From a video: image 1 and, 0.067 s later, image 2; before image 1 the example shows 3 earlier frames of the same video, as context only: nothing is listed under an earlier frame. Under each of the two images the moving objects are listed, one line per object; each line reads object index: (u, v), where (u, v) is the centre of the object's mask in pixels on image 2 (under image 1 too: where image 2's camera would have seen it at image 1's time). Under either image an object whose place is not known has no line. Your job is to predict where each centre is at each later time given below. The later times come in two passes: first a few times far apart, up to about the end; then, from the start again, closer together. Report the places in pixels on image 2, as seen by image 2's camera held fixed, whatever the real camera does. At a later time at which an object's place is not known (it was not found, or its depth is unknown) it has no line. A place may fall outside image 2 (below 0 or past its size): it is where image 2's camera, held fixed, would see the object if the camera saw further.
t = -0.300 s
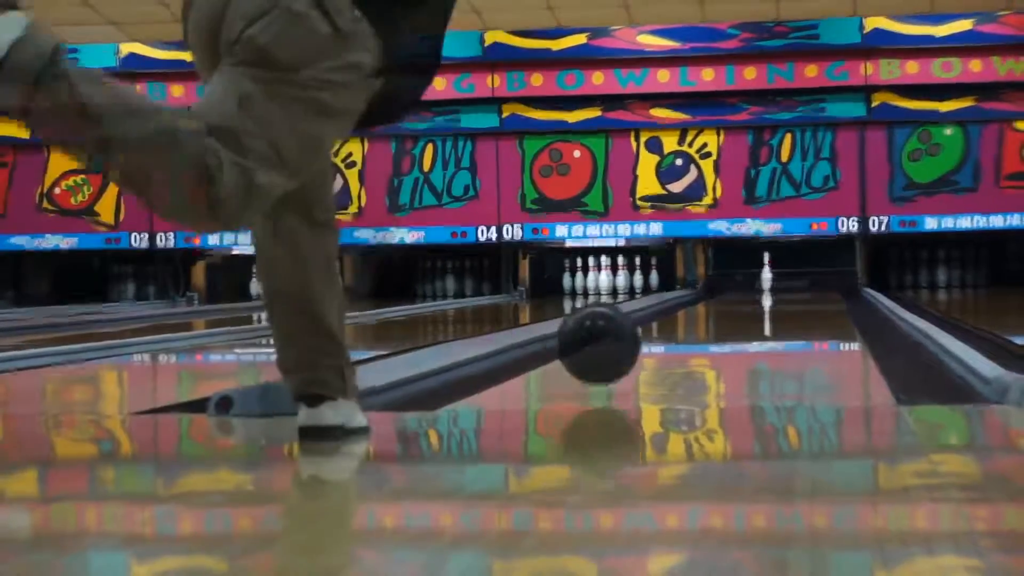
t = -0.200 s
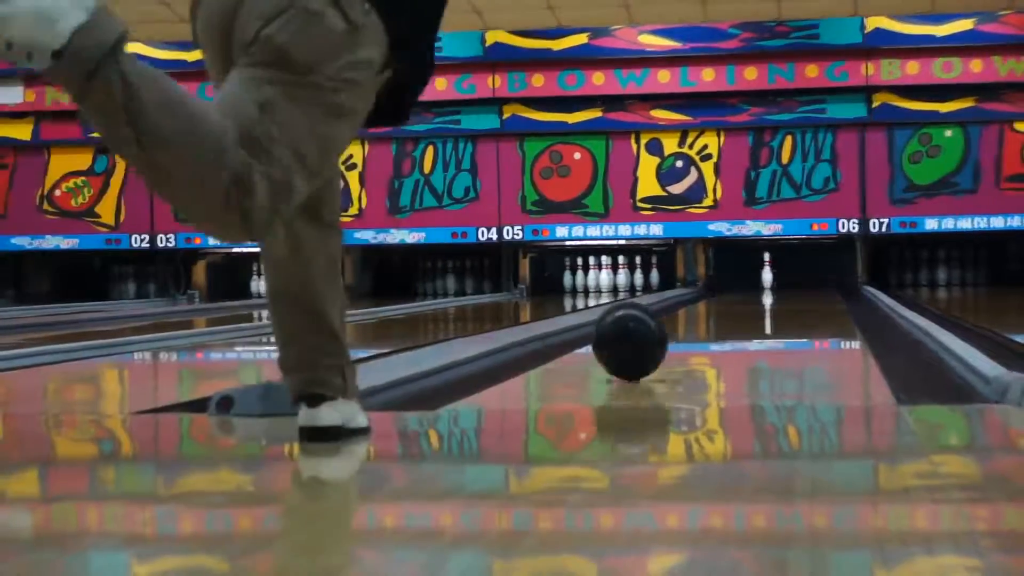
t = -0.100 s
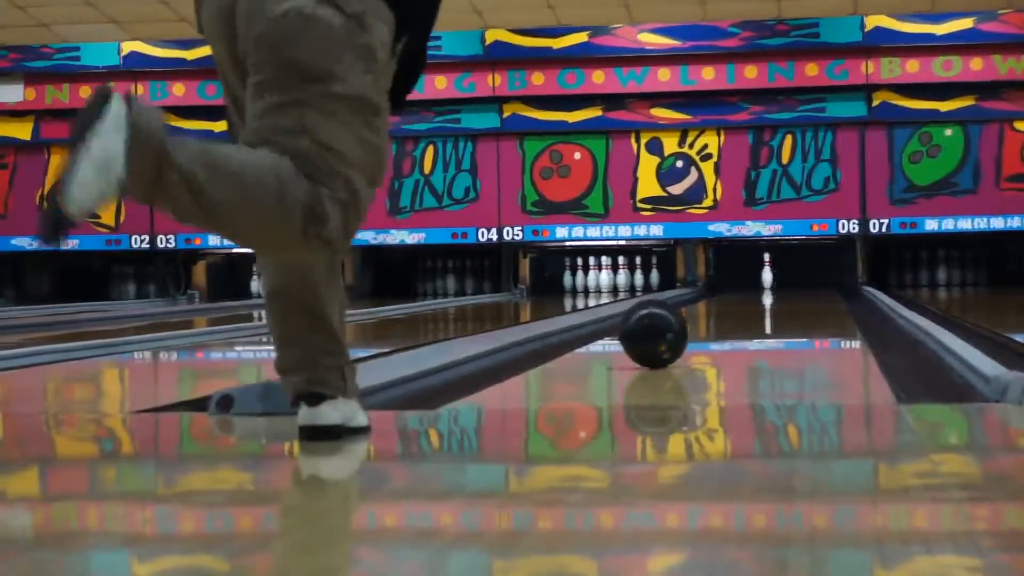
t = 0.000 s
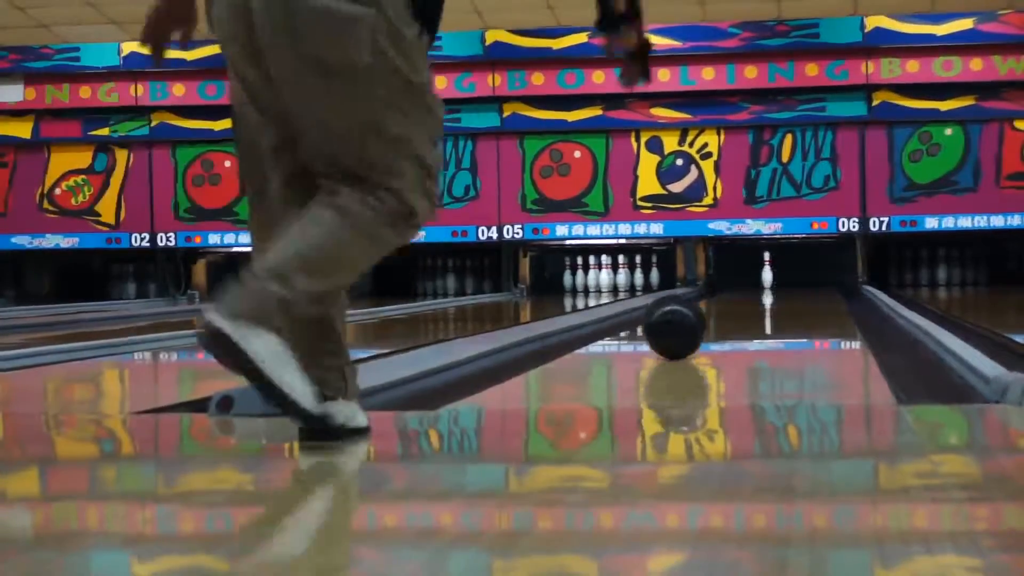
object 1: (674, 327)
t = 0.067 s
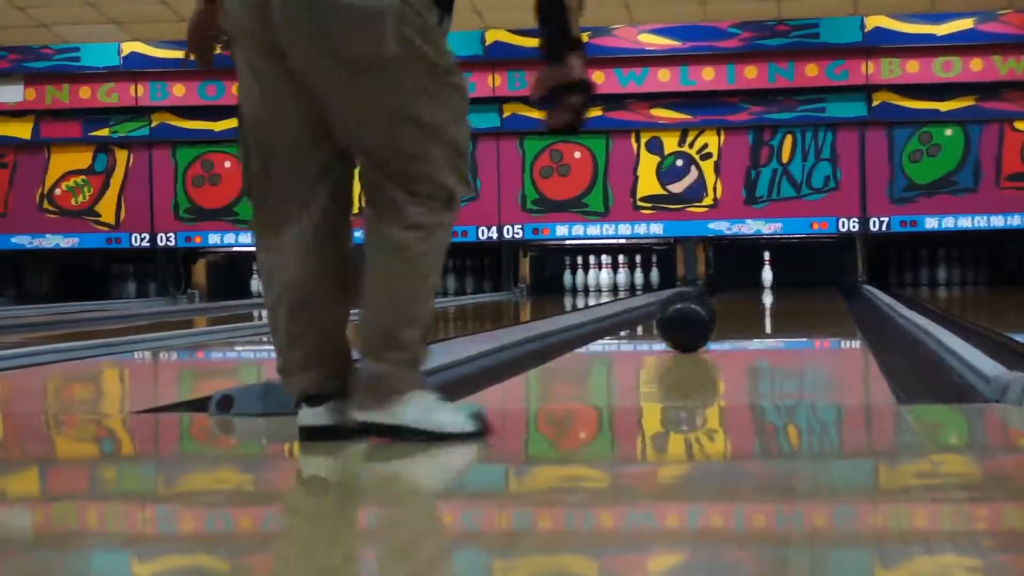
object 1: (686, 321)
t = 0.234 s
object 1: (710, 313)
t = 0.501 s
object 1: (736, 305)
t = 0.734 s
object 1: (754, 299)
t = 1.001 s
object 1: (769, 293)
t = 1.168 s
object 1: (775, 291)
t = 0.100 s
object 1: (692, 320)
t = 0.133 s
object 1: (697, 318)
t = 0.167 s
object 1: (701, 317)
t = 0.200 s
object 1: (705, 315)
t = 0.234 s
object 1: (710, 313)
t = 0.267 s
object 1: (714, 312)
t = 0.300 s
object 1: (718, 310)
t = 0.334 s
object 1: (721, 310)
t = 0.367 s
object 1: (724, 308)
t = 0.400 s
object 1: (727, 308)
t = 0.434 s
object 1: (731, 306)
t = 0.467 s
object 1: (733, 305)
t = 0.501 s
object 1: (736, 305)
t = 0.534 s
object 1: (740, 303)
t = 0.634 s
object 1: (748, 301)
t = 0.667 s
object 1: (750, 300)
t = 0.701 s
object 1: (751, 299)
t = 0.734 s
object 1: (754, 299)
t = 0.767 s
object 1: (757, 298)
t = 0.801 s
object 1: (759, 297)
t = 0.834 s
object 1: (760, 296)
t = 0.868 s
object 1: (761, 295)
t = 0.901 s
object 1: (764, 295)
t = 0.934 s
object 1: (766, 295)
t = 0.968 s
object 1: (768, 293)
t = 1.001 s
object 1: (769, 293)
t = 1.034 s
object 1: (770, 293)
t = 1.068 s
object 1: (772, 292)
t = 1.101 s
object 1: (772, 292)
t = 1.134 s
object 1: (774, 291)
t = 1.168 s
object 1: (775, 291)
